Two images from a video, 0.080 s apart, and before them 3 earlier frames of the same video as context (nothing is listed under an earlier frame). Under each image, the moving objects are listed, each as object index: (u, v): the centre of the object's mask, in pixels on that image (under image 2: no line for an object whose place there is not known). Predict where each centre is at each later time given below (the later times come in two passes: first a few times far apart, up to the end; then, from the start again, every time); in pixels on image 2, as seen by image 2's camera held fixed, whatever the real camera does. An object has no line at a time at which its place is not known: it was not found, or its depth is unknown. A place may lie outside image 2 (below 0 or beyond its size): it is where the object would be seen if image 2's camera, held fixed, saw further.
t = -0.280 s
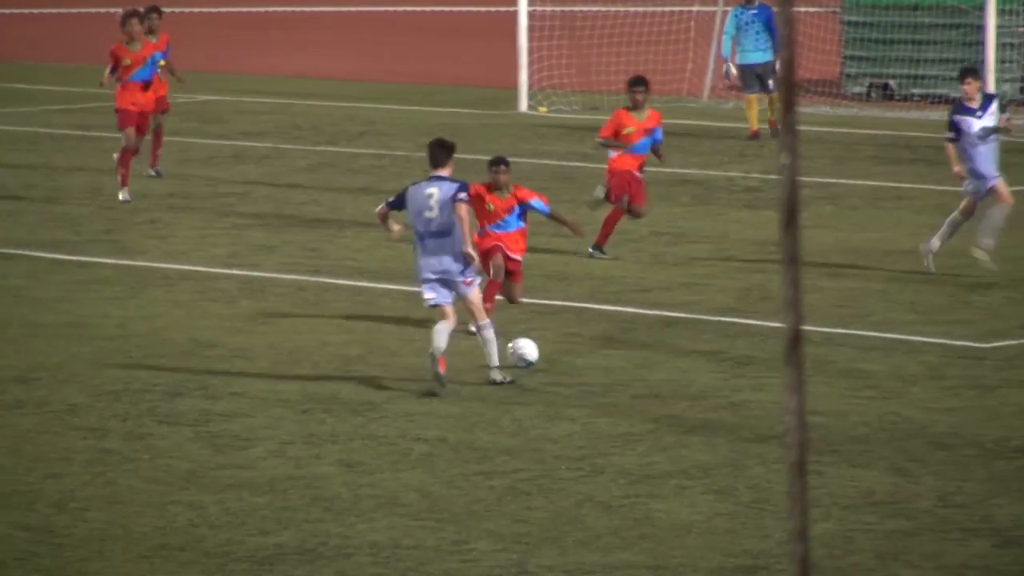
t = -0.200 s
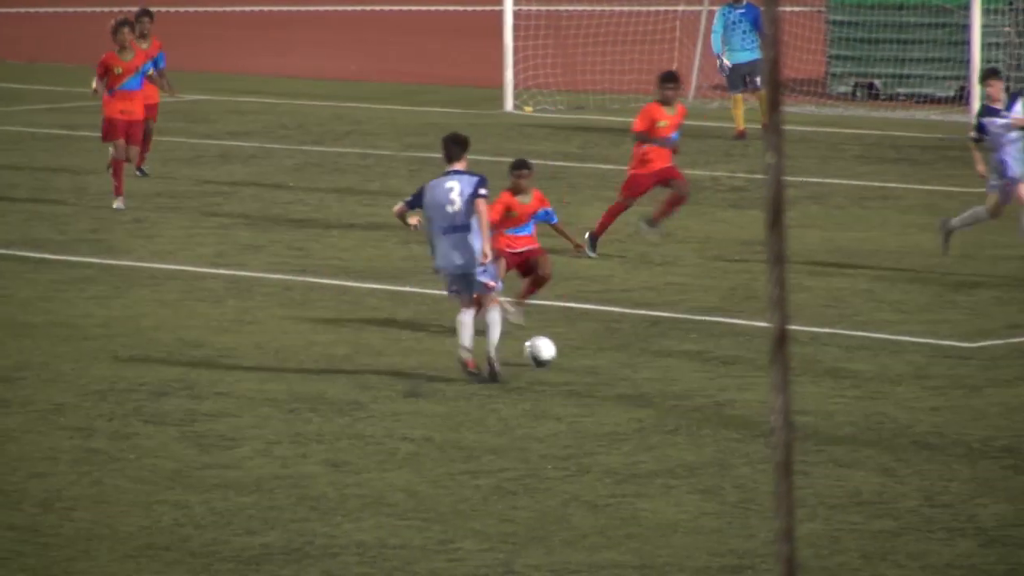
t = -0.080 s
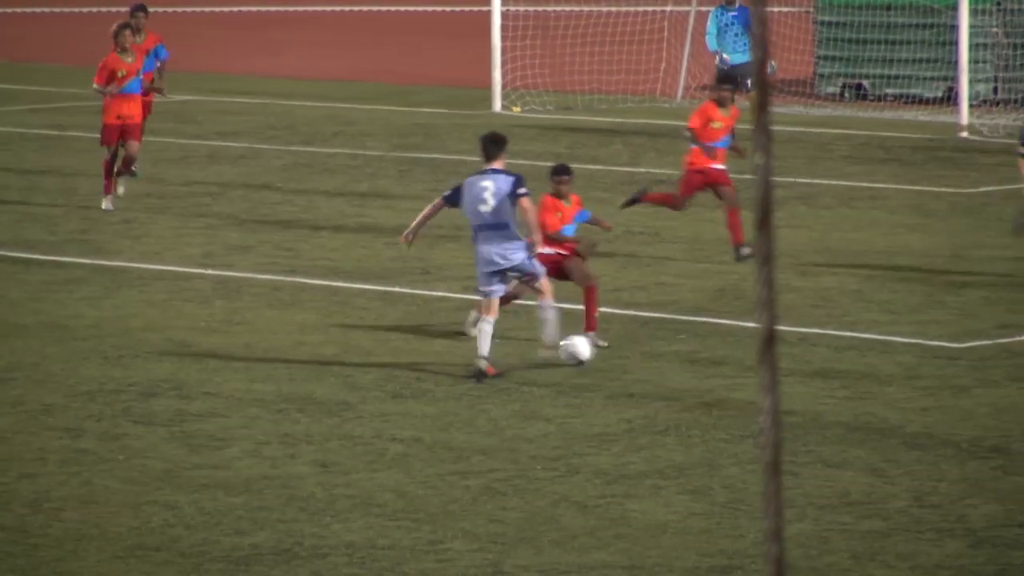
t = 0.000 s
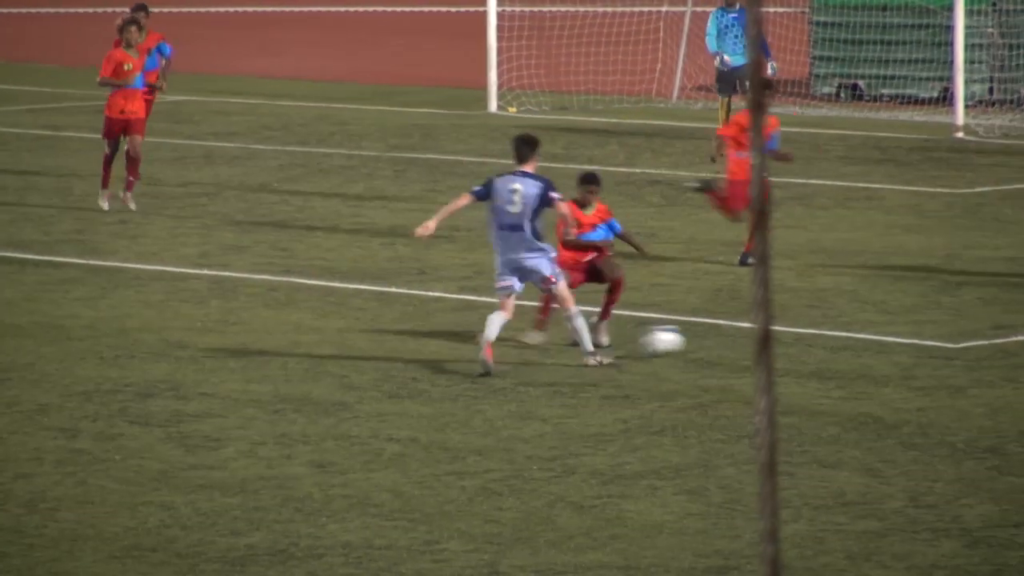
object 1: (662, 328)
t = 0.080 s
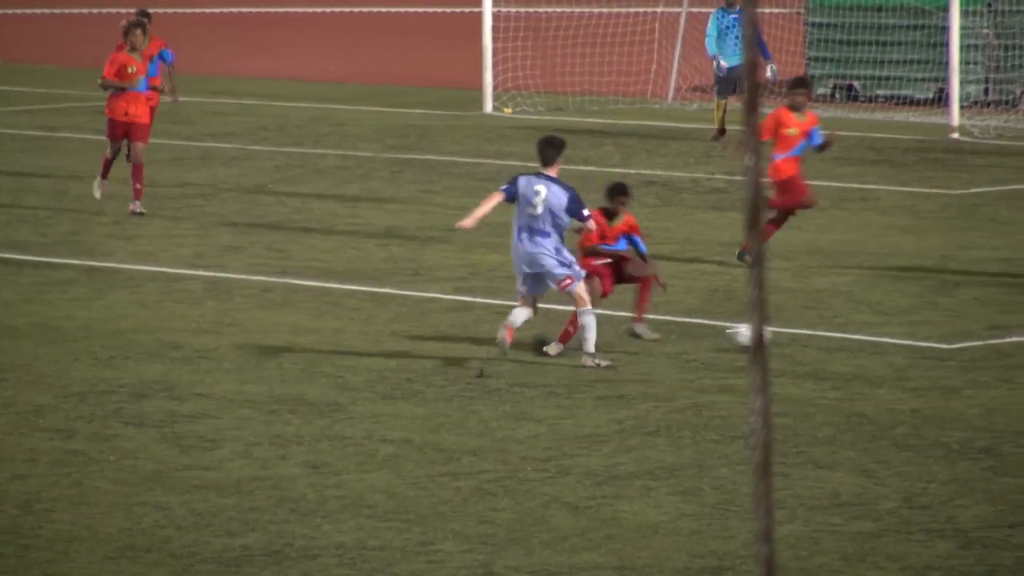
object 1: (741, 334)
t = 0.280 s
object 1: (951, 312)
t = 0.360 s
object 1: (1022, 302)
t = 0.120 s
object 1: (790, 330)
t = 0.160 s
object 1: (835, 325)
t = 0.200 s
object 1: (876, 326)
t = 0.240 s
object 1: (915, 322)
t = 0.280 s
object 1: (951, 312)
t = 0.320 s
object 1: (986, 306)
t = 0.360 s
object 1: (1022, 302)
